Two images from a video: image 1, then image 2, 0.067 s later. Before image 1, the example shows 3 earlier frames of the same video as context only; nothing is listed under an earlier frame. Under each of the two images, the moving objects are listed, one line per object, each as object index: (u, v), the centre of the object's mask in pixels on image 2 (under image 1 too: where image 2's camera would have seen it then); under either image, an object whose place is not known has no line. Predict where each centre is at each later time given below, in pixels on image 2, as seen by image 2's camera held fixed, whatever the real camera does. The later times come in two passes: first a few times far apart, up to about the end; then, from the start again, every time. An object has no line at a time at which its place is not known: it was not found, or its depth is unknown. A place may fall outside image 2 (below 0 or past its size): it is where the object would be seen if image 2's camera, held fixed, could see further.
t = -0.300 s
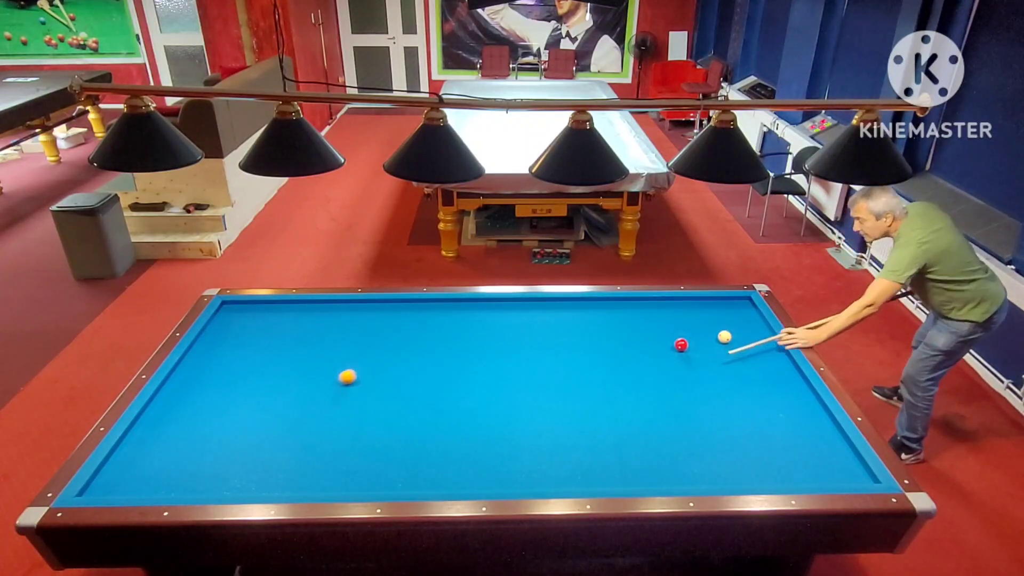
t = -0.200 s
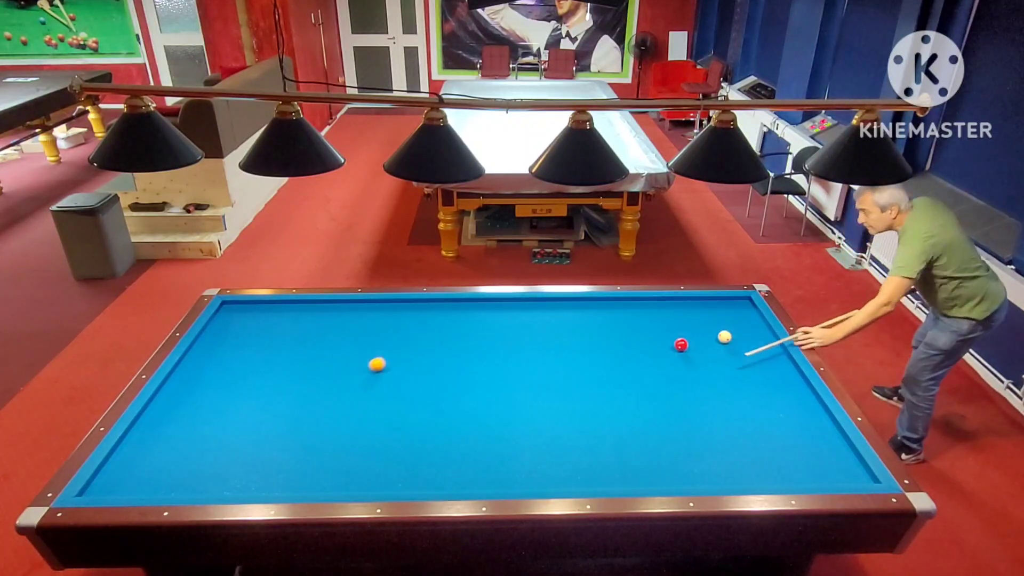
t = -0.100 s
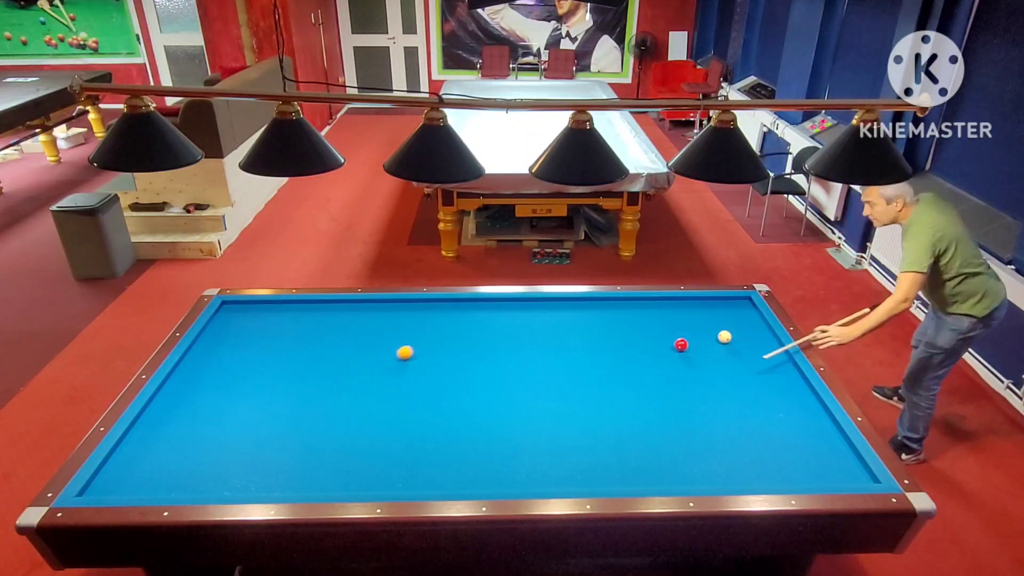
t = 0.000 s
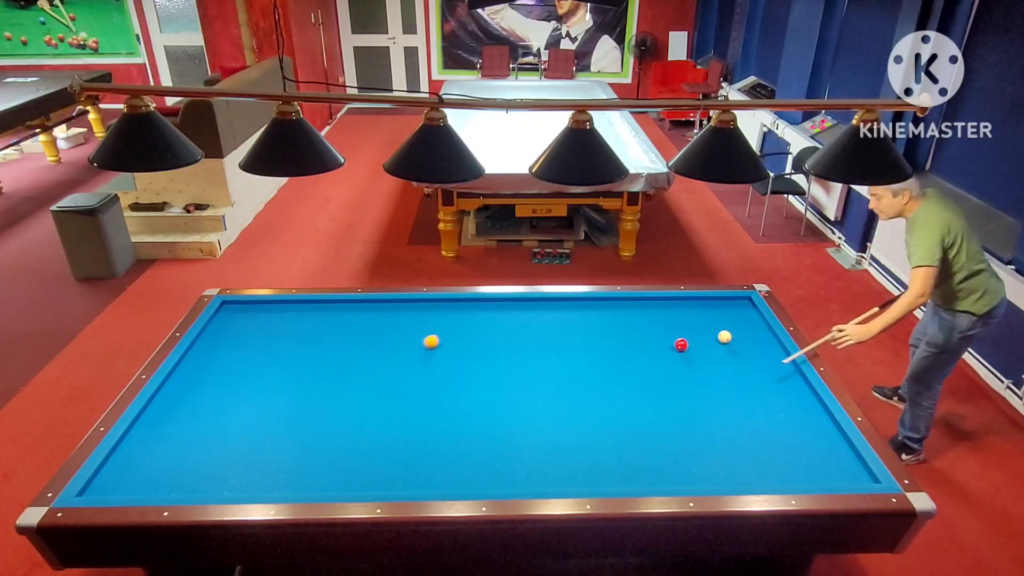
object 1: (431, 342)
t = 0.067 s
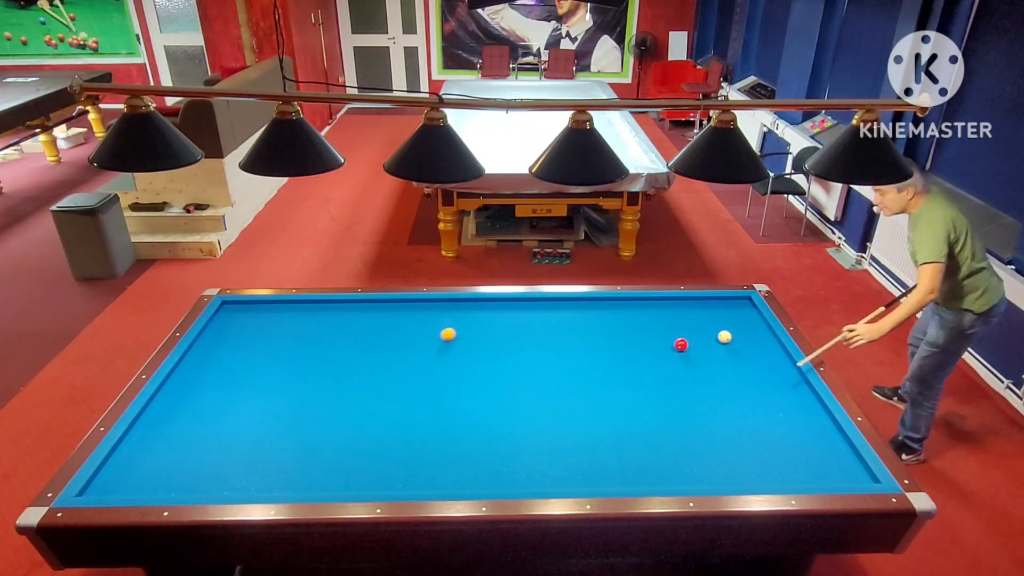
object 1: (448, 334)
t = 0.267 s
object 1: (494, 315)
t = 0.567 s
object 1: (556, 309)
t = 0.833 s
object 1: (611, 322)
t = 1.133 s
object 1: (675, 336)
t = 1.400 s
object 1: (732, 346)
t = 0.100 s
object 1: (456, 331)
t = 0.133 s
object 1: (464, 328)
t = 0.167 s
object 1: (472, 325)
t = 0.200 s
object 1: (479, 321)
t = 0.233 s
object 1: (487, 318)
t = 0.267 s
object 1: (494, 315)
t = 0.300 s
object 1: (502, 312)
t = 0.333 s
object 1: (509, 309)
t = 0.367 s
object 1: (516, 306)
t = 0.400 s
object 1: (523, 303)
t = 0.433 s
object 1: (529, 301)
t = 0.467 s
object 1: (536, 303)
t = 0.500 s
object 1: (543, 305)
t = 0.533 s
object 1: (549, 307)
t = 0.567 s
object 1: (556, 309)
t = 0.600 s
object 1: (563, 310)
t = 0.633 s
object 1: (569, 312)
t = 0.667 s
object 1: (576, 314)
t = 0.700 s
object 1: (583, 315)
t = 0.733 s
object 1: (590, 317)
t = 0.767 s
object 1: (597, 318)
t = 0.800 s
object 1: (604, 320)
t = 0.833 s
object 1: (611, 322)
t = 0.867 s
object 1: (618, 324)
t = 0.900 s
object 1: (625, 325)
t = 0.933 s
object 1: (632, 327)
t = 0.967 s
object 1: (640, 329)
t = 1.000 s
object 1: (647, 330)
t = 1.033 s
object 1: (654, 332)
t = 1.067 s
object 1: (661, 334)
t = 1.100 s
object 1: (669, 335)
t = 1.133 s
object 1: (675, 336)
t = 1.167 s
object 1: (684, 337)
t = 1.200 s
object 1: (691, 339)
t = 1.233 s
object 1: (698, 340)
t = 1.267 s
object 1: (705, 341)
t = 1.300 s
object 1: (712, 342)
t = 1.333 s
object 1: (719, 342)
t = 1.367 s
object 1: (726, 344)
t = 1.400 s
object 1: (732, 346)
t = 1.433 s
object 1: (739, 348)
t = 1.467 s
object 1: (746, 350)
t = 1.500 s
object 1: (752, 351)
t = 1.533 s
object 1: (759, 353)
